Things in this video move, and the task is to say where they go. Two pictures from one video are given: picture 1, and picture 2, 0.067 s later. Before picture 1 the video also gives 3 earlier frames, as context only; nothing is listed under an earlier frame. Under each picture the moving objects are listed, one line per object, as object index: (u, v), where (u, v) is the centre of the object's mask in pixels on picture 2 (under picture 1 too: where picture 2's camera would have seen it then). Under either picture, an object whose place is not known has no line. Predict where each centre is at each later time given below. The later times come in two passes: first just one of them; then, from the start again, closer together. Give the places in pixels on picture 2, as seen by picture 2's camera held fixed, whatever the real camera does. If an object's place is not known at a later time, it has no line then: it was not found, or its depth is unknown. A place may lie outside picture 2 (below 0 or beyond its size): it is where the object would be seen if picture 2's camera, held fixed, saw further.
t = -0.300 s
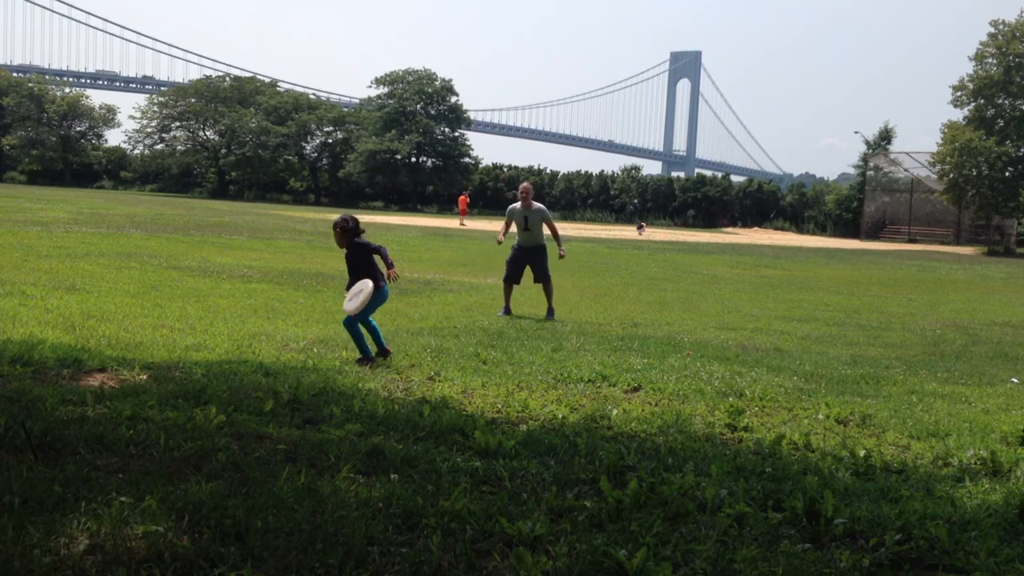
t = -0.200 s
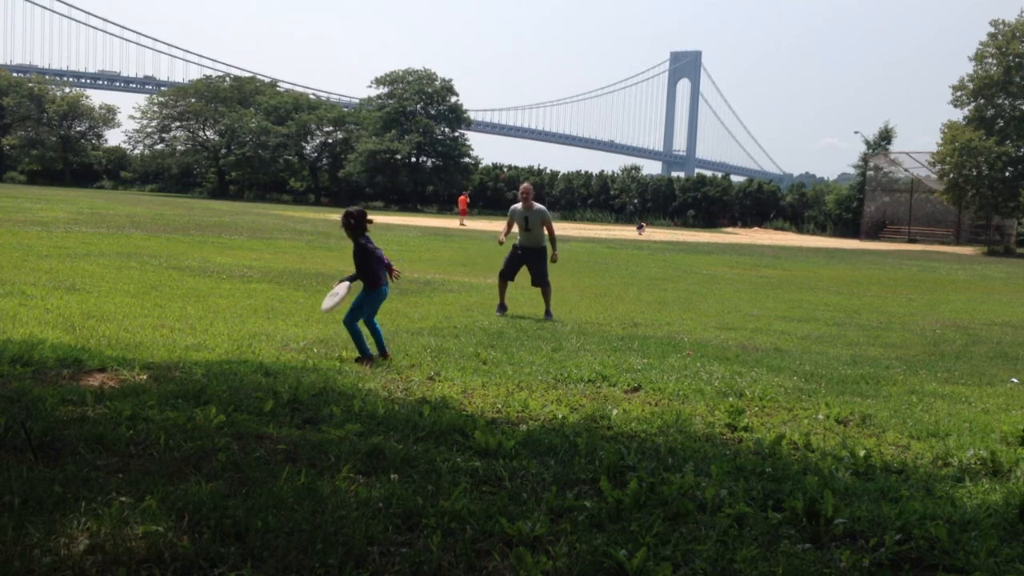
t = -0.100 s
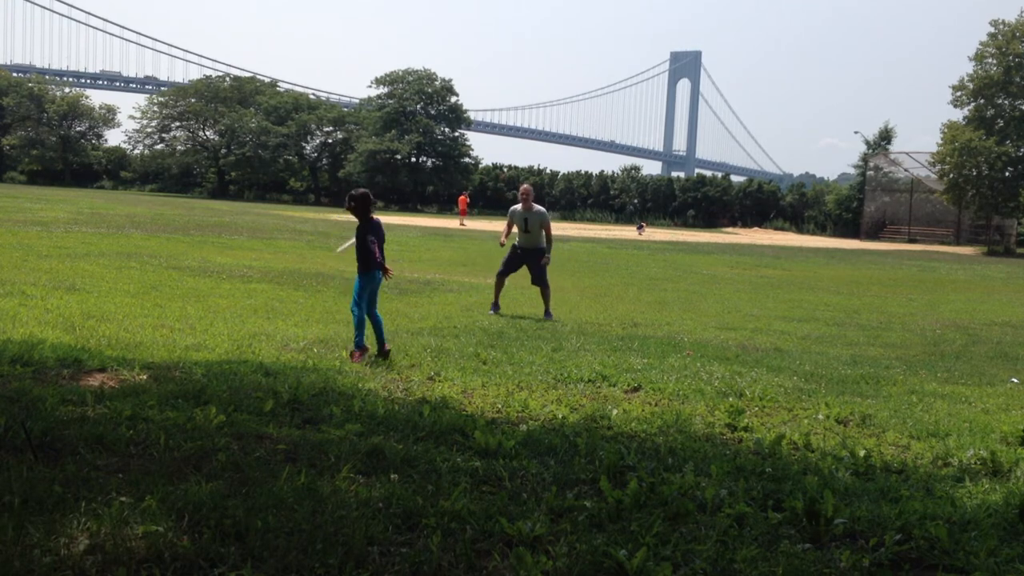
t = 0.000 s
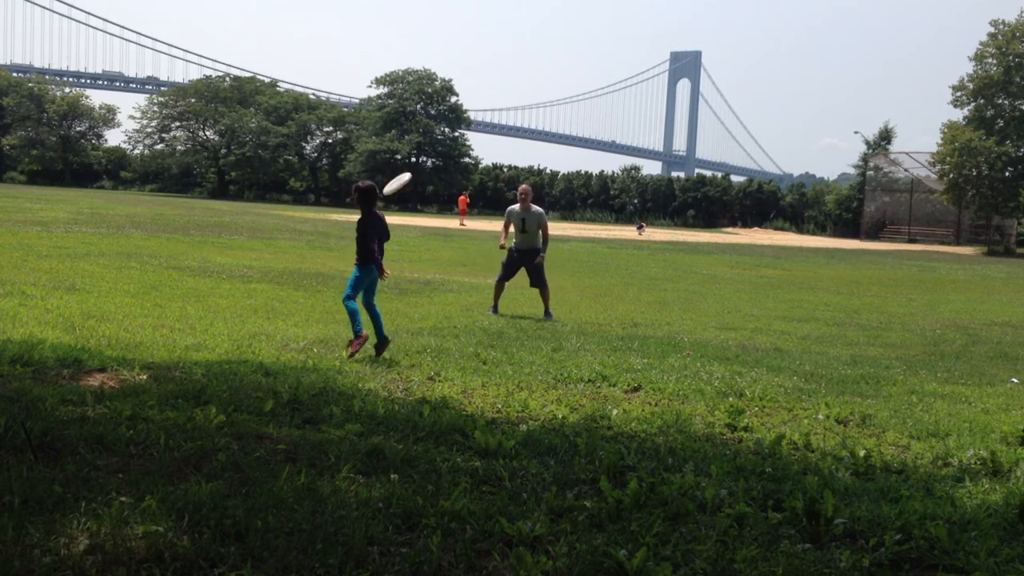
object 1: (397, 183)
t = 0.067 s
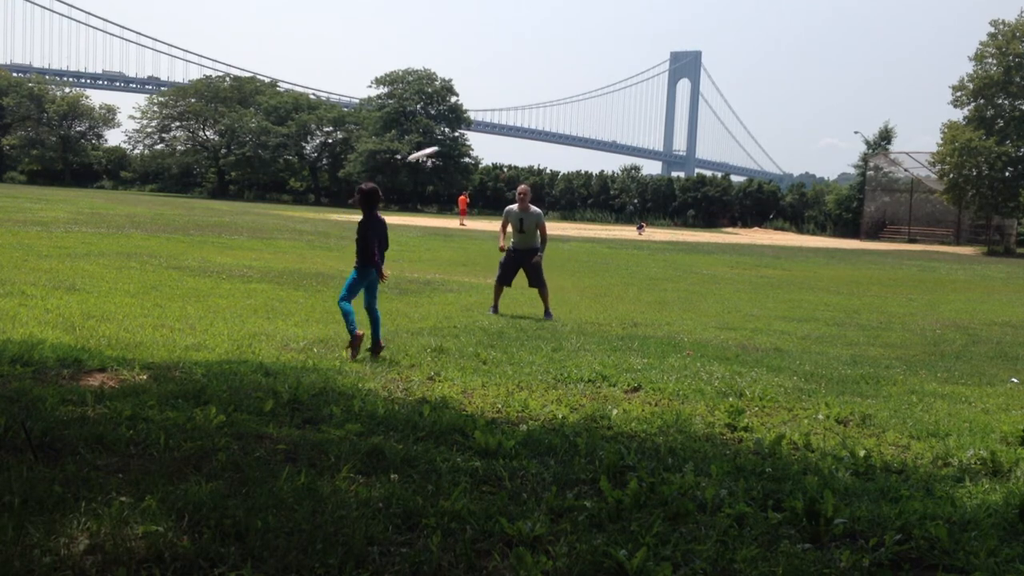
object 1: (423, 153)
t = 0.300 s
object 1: (491, 91)
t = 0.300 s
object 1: (491, 91)
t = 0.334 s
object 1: (498, 86)
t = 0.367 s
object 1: (505, 83)
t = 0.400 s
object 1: (512, 79)
